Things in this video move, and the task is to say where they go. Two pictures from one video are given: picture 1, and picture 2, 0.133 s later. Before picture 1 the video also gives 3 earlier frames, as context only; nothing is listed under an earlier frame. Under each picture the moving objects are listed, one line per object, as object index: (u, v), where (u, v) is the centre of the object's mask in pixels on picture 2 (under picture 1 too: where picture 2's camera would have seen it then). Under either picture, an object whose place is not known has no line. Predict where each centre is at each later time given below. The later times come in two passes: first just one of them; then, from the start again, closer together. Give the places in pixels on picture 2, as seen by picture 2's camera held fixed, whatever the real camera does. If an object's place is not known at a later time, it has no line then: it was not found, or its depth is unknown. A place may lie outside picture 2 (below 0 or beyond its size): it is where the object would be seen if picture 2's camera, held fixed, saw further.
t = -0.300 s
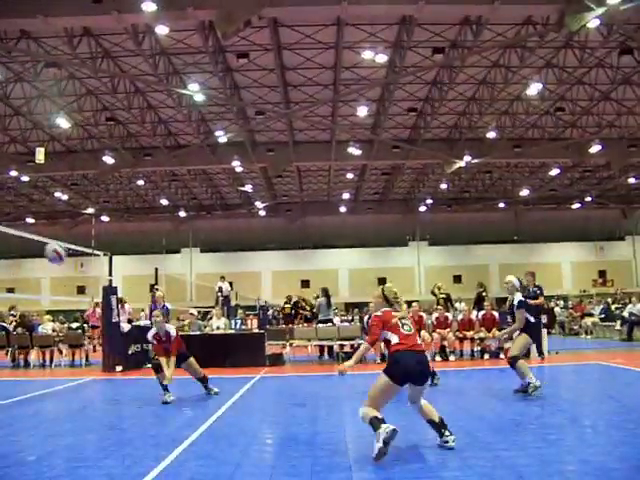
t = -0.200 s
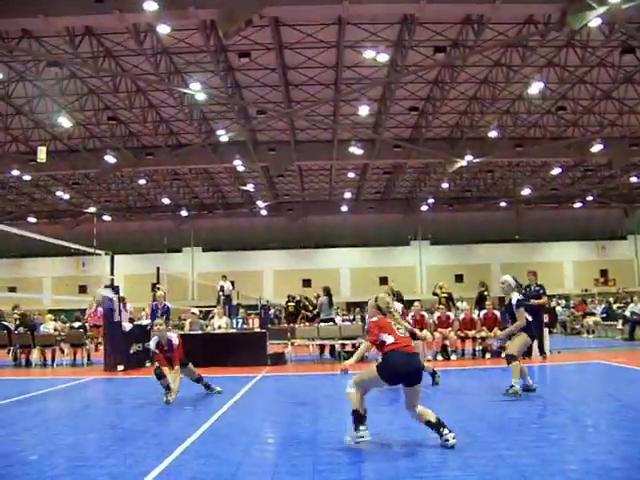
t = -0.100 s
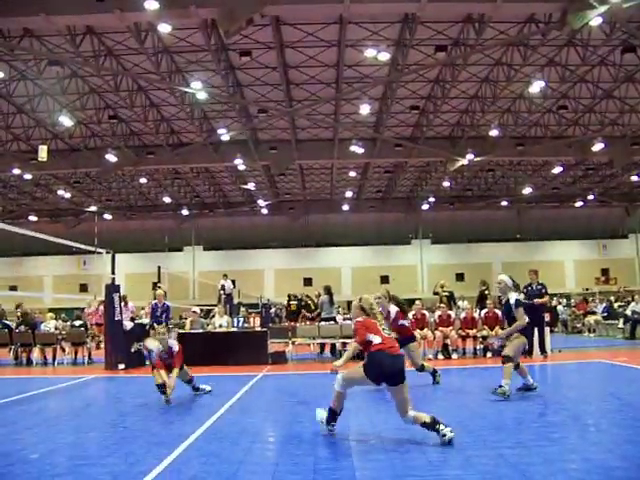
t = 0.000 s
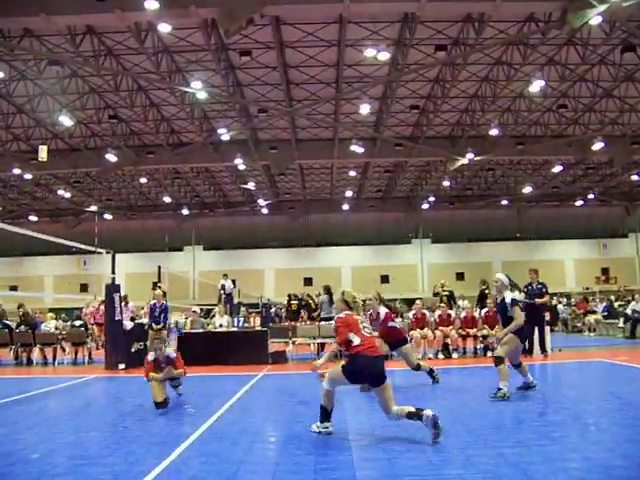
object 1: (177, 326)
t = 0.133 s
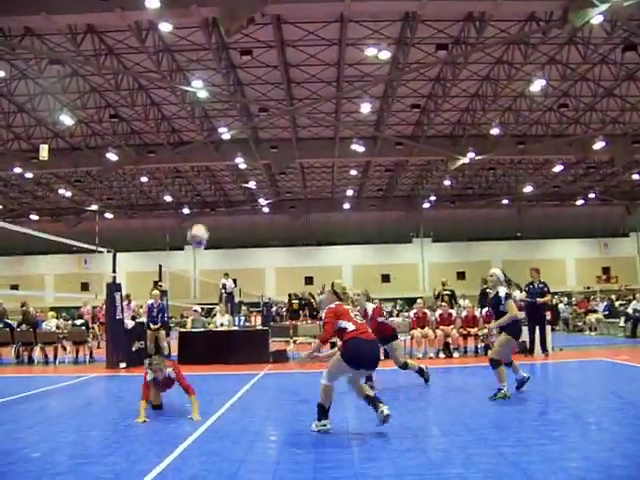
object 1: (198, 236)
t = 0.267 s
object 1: (221, 161)
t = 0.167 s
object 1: (203, 216)
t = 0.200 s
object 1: (210, 197)
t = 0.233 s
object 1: (216, 178)
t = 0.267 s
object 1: (221, 161)
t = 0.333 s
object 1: (234, 126)
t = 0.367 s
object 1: (240, 113)
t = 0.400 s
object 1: (246, 100)
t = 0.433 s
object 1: (253, 86)
